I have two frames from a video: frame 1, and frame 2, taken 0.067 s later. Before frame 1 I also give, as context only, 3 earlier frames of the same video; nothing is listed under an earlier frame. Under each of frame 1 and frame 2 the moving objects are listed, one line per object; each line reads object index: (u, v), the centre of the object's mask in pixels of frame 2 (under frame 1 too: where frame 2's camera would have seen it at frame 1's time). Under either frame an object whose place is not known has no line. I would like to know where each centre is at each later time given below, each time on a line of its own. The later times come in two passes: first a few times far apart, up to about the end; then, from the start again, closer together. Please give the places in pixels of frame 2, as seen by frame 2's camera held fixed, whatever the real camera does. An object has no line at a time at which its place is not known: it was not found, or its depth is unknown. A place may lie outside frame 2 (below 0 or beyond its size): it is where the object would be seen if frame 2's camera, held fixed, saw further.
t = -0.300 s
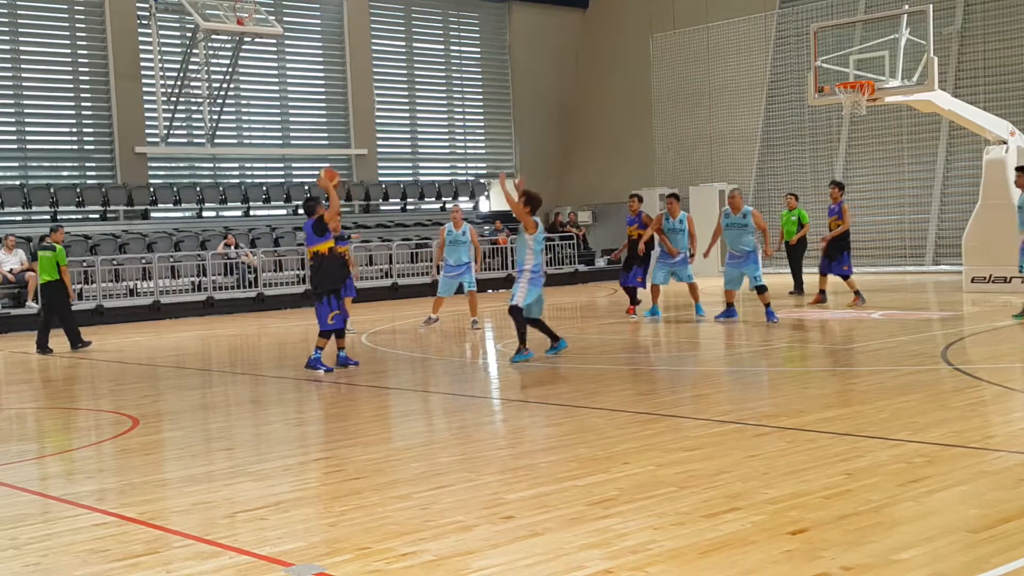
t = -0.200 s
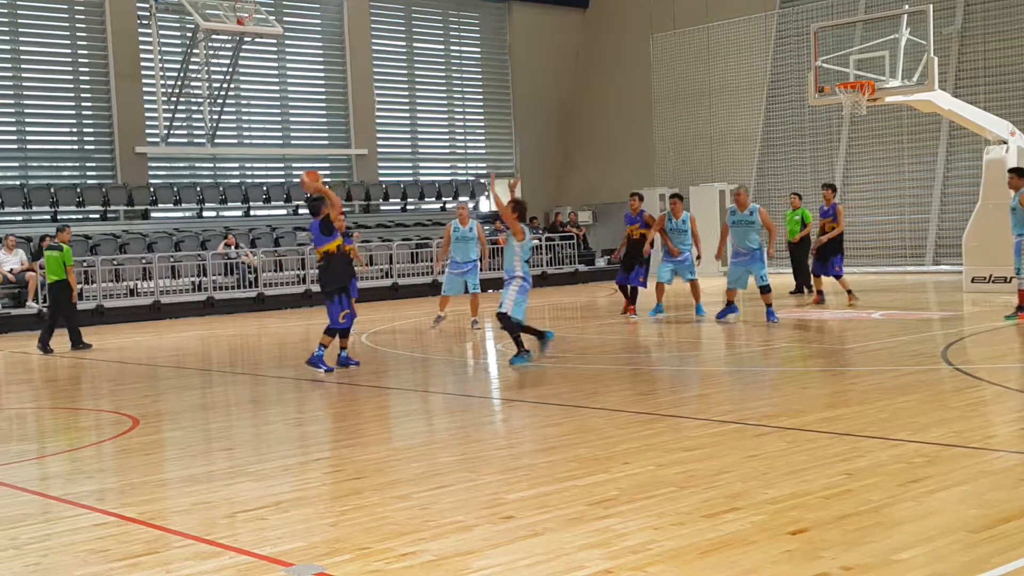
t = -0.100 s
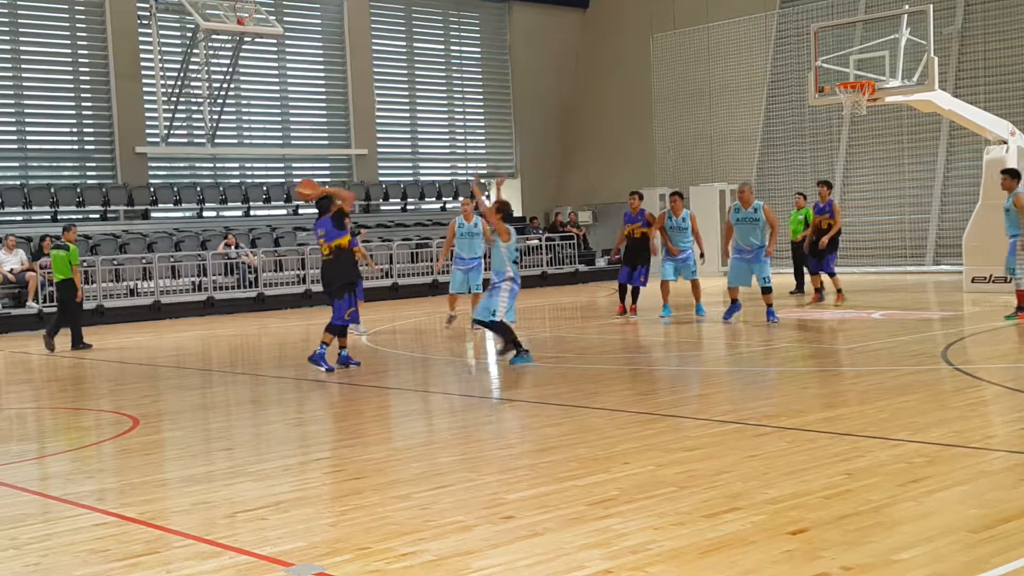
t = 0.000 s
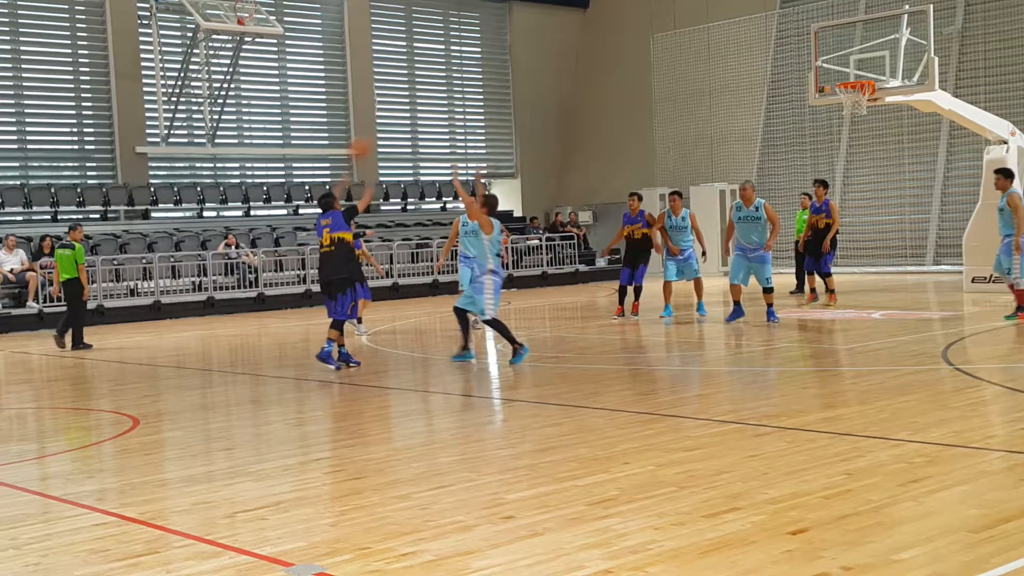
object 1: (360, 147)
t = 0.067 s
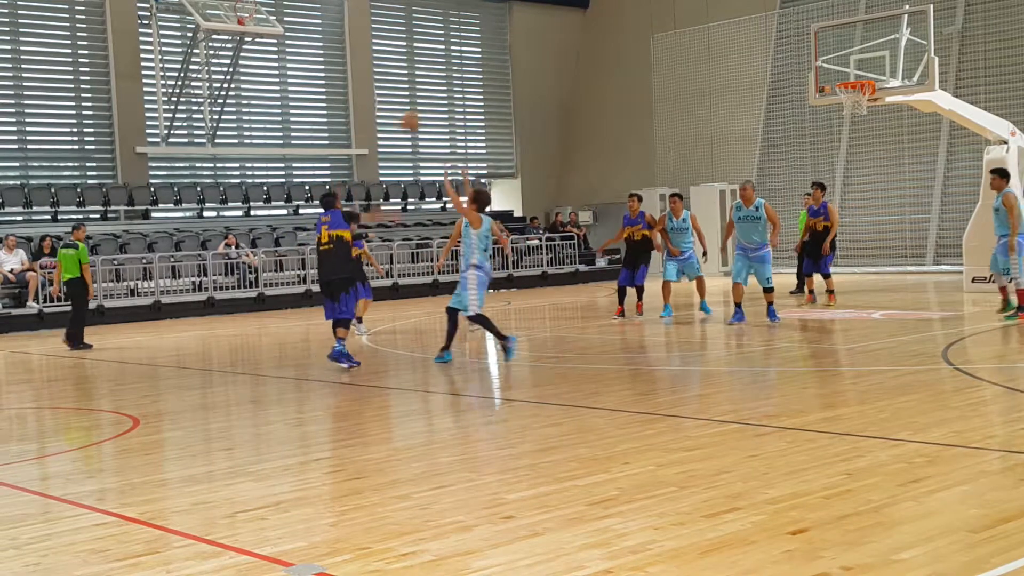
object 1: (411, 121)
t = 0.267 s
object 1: (533, 78)
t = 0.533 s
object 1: (663, 83)
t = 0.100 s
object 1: (433, 111)
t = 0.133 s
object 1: (454, 103)
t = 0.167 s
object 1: (476, 94)
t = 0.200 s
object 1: (495, 89)
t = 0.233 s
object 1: (515, 83)
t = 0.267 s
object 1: (533, 78)
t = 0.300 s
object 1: (553, 74)
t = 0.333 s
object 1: (570, 73)
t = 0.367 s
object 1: (586, 72)
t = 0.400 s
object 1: (603, 73)
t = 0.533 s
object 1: (663, 83)
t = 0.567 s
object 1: (677, 87)
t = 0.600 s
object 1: (690, 93)
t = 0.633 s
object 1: (704, 96)
